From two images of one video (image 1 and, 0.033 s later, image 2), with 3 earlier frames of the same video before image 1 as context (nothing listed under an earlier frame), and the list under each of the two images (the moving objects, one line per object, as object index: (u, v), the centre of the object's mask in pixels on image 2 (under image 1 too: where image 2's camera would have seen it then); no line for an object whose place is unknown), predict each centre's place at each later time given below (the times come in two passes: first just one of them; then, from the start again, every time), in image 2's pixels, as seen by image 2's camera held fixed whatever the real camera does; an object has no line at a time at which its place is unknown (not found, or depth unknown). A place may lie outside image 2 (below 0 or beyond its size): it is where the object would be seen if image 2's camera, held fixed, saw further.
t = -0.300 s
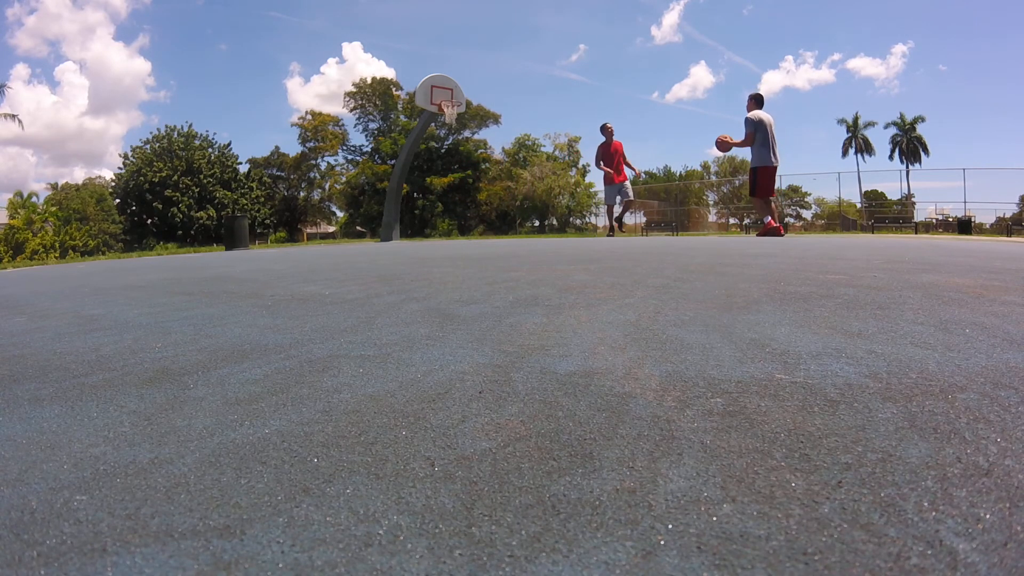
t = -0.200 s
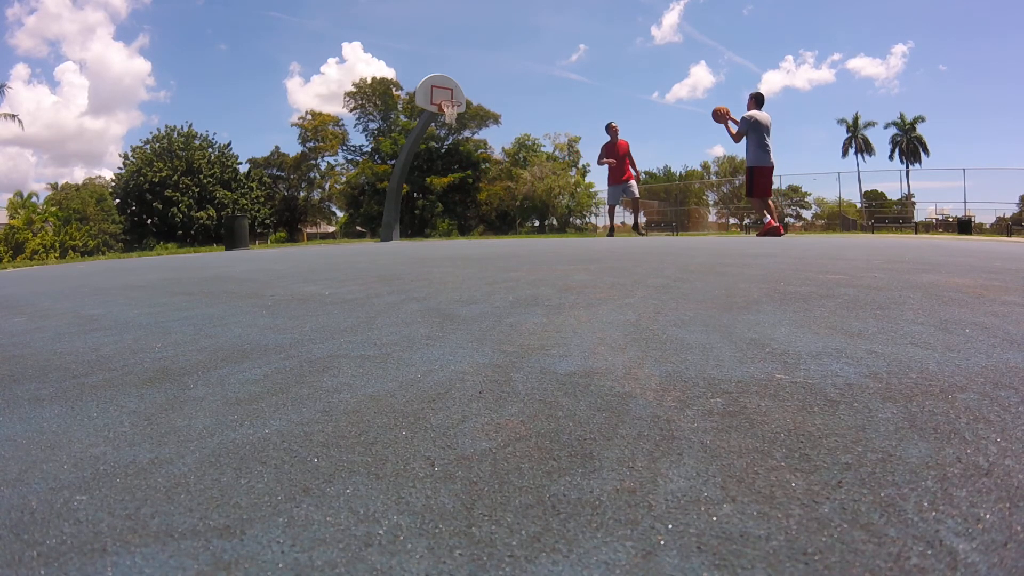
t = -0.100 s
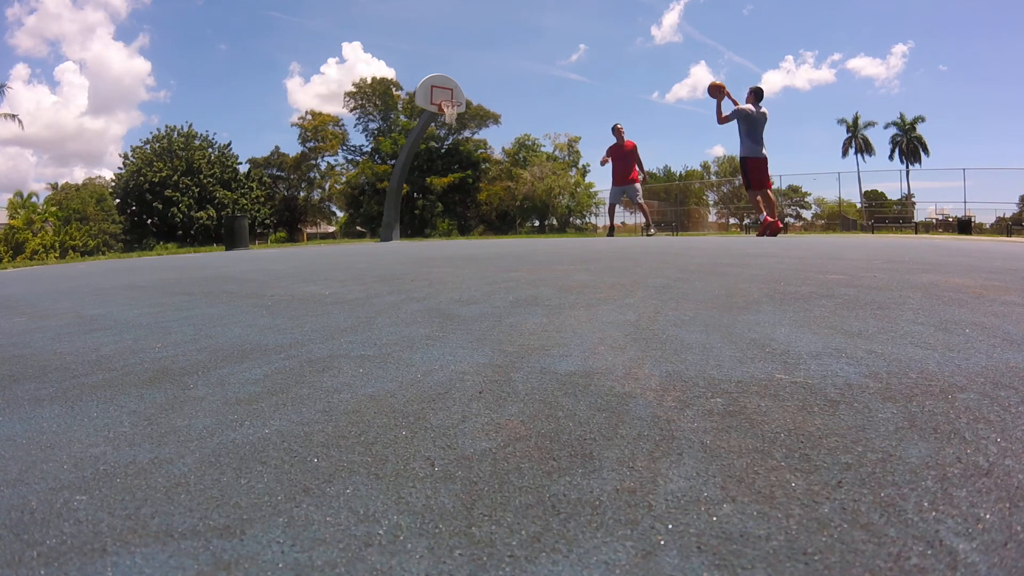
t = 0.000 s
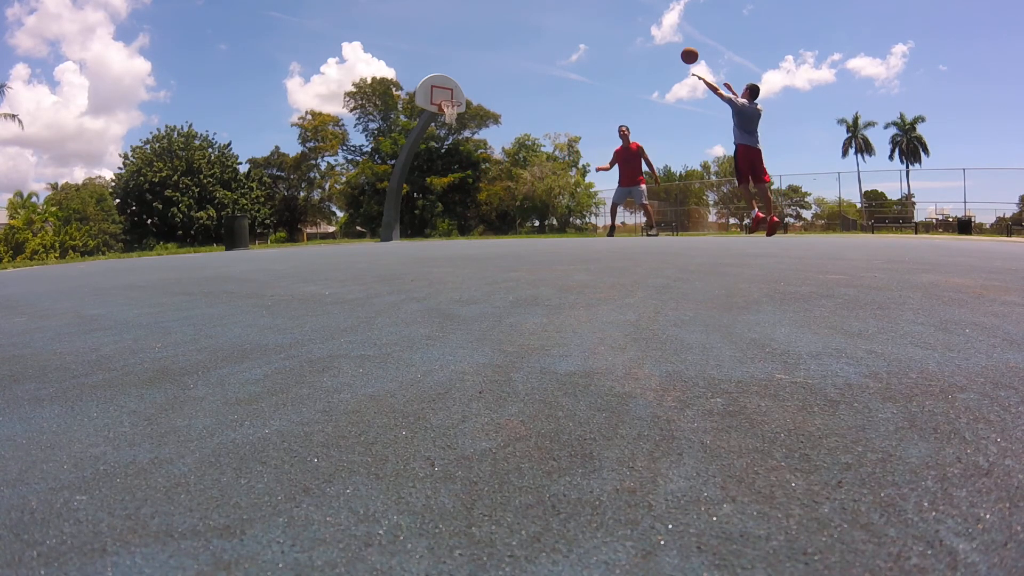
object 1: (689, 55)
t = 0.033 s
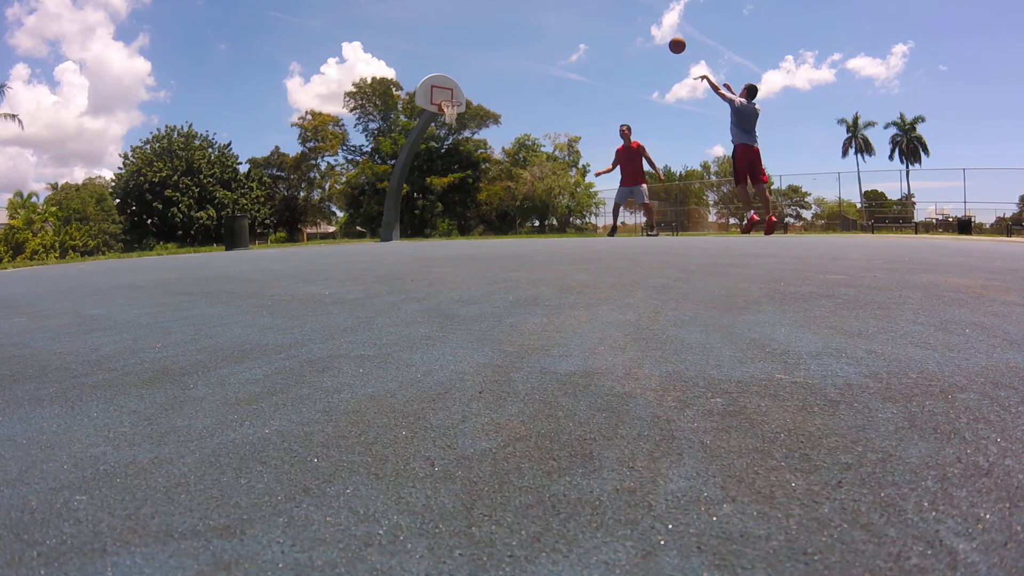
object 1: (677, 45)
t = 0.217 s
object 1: (618, 9)
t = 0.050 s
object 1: (671, 41)
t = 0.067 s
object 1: (665, 36)
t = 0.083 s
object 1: (659, 32)
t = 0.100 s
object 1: (654, 28)
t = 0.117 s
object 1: (648, 25)
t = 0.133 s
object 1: (643, 22)
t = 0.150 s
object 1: (638, 19)
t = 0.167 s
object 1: (633, 16)
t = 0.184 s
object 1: (628, 13)
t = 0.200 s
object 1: (623, 11)
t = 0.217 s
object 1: (618, 9)
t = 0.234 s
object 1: (613, 7)
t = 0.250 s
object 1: (609, 6)
